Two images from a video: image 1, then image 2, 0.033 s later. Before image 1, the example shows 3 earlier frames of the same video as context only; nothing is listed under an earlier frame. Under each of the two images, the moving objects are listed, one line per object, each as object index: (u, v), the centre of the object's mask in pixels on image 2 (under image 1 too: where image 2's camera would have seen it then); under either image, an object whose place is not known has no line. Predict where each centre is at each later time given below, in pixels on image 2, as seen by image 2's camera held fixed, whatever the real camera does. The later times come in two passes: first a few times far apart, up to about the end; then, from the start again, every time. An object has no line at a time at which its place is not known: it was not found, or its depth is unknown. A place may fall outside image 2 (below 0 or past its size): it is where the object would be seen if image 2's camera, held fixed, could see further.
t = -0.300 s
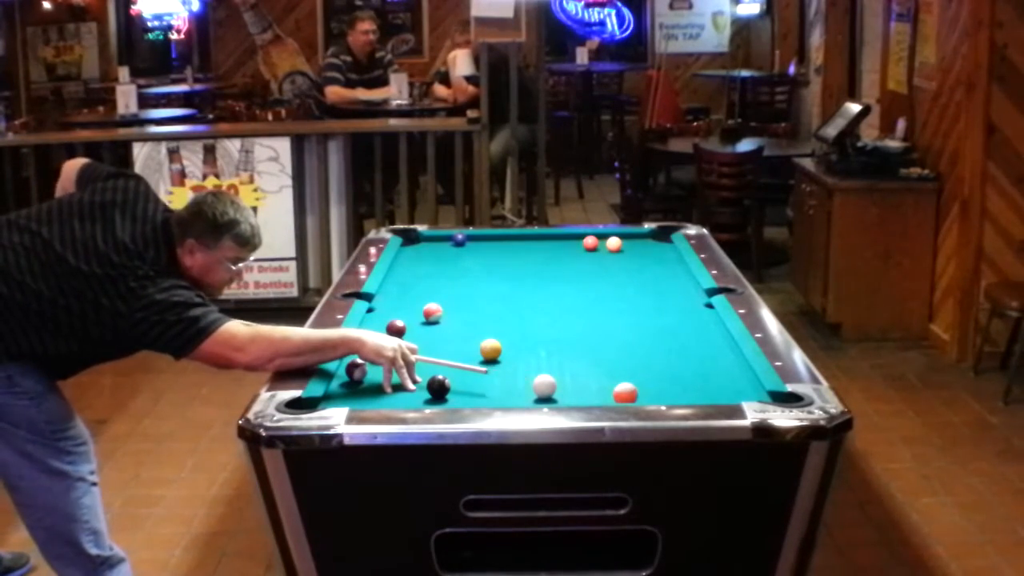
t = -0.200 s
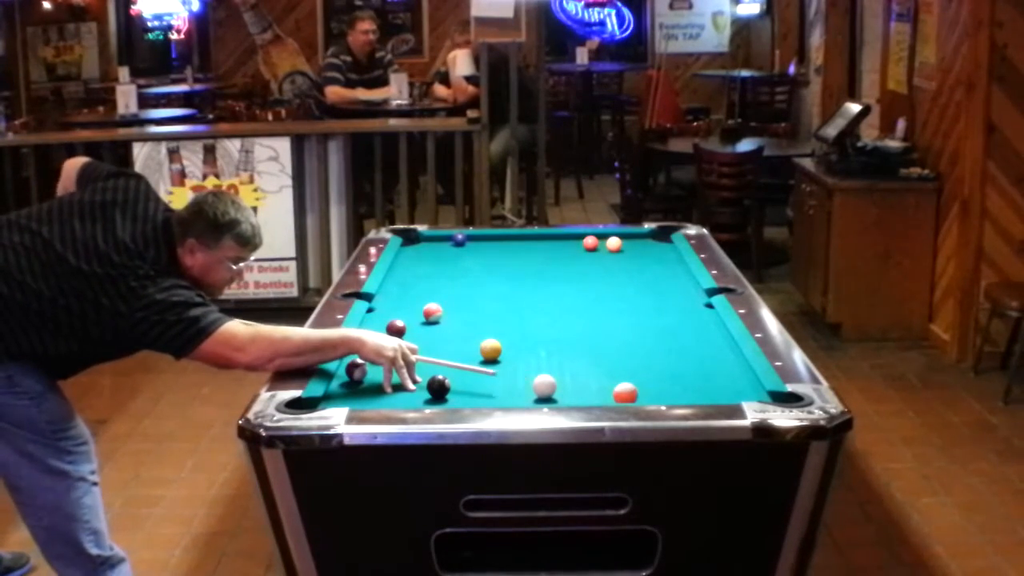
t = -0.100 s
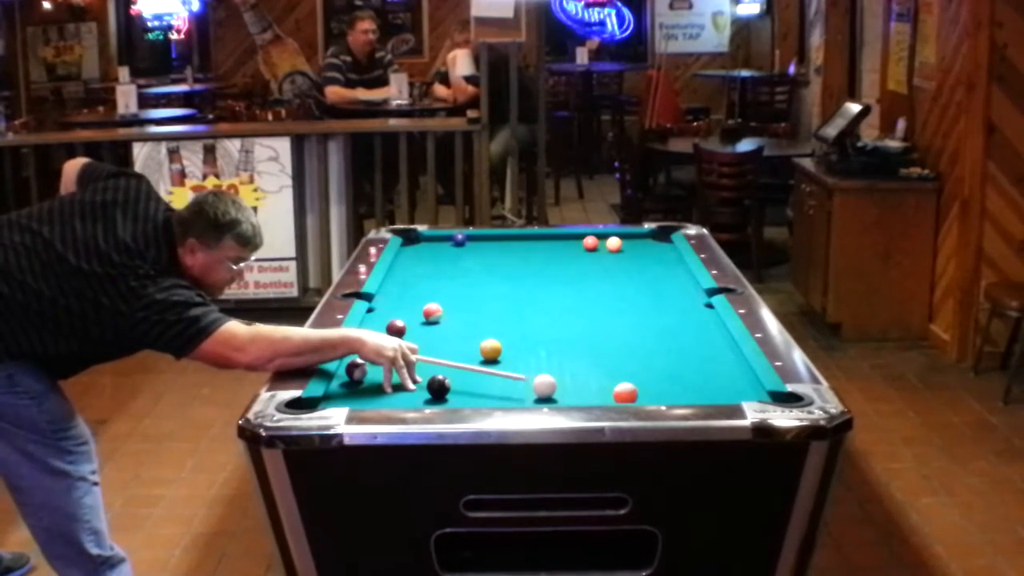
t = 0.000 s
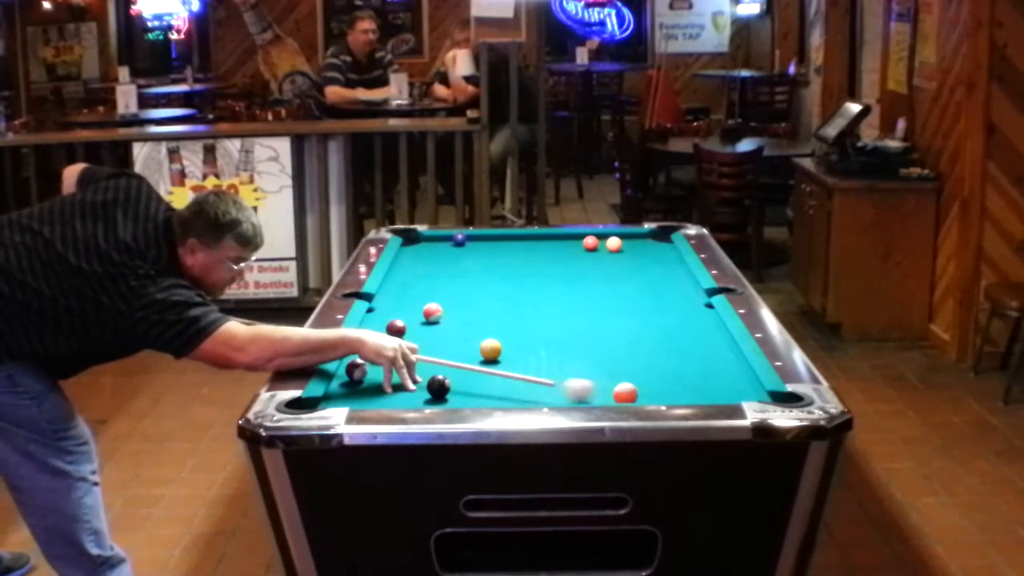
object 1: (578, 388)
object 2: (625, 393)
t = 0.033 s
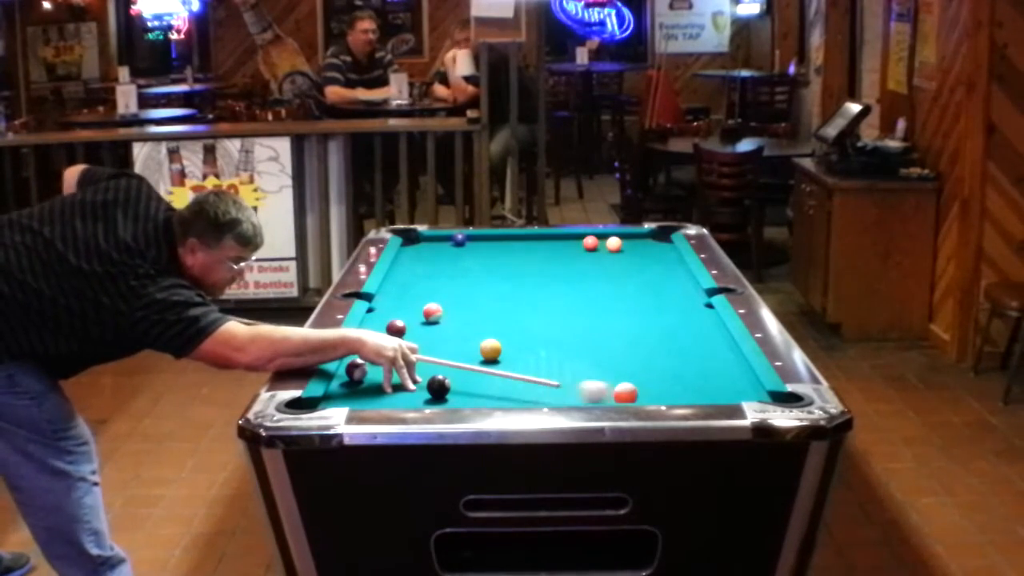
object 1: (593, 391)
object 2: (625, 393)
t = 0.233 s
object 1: (608, 398)
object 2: (685, 393)
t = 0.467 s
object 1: (613, 395)
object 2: (746, 394)
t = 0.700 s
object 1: (616, 392)
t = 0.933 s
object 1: (617, 389)
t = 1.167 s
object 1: (619, 386)
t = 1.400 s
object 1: (620, 384)
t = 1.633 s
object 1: (619, 383)
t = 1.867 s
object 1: (618, 382)
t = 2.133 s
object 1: (618, 382)
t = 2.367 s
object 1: (618, 382)
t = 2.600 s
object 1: (618, 382)
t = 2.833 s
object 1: (618, 382)
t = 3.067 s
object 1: (618, 382)
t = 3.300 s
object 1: (618, 382)
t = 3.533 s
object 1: (618, 382)
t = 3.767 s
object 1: (618, 382)
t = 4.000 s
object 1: (618, 382)
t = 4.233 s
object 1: (618, 382)
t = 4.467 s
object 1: (618, 382)
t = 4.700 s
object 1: (618, 382)
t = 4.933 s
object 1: (618, 382)
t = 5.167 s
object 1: (618, 382)
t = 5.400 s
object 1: (618, 382)
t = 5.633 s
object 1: (618, 382)
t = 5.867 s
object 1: (618, 382)
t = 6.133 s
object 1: (618, 382)
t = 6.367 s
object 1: (618, 382)
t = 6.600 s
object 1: (618, 382)
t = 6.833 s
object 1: (618, 382)
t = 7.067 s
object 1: (618, 382)
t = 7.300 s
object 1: (618, 382)
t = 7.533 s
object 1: (618, 382)
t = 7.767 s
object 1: (618, 382)
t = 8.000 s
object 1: (618, 382)
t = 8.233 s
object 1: (618, 382)
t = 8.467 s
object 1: (618, 382)
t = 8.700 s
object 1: (618, 382)
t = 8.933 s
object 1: (618, 382)
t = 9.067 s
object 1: (618, 382)
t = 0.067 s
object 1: (600, 393)
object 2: (633, 392)
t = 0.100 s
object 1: (600, 394)
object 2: (646, 393)
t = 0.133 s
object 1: (601, 394)
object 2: (657, 393)
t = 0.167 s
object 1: (603, 395)
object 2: (666, 393)
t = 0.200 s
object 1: (606, 397)
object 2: (676, 393)
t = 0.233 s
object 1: (608, 398)
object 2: (685, 393)
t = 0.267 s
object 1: (609, 398)
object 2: (694, 394)
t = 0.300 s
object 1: (610, 397)
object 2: (703, 394)
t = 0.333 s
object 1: (611, 397)
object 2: (712, 394)
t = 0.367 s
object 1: (611, 397)
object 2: (721, 394)
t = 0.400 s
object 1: (612, 396)
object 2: (730, 394)
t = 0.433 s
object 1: (613, 395)
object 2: (738, 394)
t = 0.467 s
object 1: (613, 395)
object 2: (746, 394)
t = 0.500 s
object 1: (614, 394)
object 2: (756, 395)
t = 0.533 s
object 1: (614, 394)
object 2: (766, 396)
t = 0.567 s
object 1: (614, 394)
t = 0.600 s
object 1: (615, 393)
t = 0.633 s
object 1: (615, 393)
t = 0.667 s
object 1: (616, 392)
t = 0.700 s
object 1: (616, 392)
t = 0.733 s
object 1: (616, 392)
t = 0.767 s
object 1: (616, 391)
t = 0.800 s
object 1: (617, 391)
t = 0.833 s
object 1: (617, 391)
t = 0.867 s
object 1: (617, 390)
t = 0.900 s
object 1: (617, 390)
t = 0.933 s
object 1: (617, 389)
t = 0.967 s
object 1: (618, 389)
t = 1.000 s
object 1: (618, 388)
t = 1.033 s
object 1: (618, 387)
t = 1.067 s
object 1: (619, 387)
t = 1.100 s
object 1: (619, 387)
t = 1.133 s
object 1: (619, 387)
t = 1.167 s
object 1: (619, 386)
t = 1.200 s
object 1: (619, 386)
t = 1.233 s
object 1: (619, 386)
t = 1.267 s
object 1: (620, 385)
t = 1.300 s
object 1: (620, 385)
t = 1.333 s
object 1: (620, 385)
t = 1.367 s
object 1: (620, 384)
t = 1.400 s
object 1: (620, 384)
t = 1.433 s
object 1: (620, 384)
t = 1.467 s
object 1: (619, 383)
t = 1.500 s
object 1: (619, 383)
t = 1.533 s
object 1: (619, 383)
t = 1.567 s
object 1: (619, 383)
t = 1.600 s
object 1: (619, 383)
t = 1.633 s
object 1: (619, 383)
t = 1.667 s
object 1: (619, 383)
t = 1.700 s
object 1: (619, 383)
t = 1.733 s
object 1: (619, 383)
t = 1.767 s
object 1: (618, 382)
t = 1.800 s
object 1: (618, 382)
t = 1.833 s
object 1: (618, 382)
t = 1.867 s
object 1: (618, 382)
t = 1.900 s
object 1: (618, 382)
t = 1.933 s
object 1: (618, 382)
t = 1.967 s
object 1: (618, 382)
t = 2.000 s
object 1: (618, 382)
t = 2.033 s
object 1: (618, 382)
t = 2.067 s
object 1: (618, 382)
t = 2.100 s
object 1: (618, 382)
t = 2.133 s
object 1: (618, 382)
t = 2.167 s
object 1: (618, 382)
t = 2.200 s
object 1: (618, 382)
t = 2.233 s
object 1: (618, 382)
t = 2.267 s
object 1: (618, 382)
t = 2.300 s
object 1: (618, 382)
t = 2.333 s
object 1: (618, 382)
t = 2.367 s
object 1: (618, 382)
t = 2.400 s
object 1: (618, 382)
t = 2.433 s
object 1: (618, 382)
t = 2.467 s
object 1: (618, 382)
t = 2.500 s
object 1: (618, 382)
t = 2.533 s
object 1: (618, 382)
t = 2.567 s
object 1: (618, 382)
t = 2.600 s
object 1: (618, 382)
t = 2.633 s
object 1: (618, 382)
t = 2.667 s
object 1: (618, 382)
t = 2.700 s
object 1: (618, 382)
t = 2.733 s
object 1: (618, 382)
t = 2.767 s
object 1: (618, 382)
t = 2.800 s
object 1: (618, 382)
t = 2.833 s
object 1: (618, 382)
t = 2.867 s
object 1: (618, 382)
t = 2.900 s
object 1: (618, 382)
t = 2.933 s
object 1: (618, 382)
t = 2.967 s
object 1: (618, 382)
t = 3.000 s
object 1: (618, 382)
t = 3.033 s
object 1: (618, 382)
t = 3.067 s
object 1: (618, 382)
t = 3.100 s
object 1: (618, 382)
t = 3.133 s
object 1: (618, 382)
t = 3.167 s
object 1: (618, 382)
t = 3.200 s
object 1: (618, 382)
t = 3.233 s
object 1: (618, 382)
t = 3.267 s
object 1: (618, 382)
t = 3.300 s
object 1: (618, 382)
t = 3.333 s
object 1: (618, 382)
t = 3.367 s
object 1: (618, 382)
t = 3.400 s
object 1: (618, 382)
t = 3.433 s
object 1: (618, 382)
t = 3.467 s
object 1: (618, 382)
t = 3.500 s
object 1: (618, 382)
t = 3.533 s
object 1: (618, 382)
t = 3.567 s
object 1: (618, 382)
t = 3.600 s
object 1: (618, 382)
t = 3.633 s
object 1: (618, 382)
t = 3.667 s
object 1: (618, 382)
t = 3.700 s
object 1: (618, 382)
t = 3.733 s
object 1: (618, 382)
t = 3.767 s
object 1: (618, 382)
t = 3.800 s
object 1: (618, 382)
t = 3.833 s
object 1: (618, 382)
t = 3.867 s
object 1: (618, 382)
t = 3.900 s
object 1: (618, 382)
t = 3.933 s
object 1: (618, 382)
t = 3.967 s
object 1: (618, 382)
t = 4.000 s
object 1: (618, 382)
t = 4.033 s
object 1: (618, 382)
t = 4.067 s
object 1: (618, 382)
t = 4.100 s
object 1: (618, 382)
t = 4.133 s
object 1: (618, 382)
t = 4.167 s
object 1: (618, 382)
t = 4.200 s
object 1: (618, 382)
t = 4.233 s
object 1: (618, 382)
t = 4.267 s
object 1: (618, 382)
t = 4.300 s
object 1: (618, 382)
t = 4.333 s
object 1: (618, 382)
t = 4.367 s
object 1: (618, 382)
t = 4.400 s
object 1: (618, 382)
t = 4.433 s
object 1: (618, 382)
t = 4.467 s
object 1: (618, 382)
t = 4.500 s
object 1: (618, 382)
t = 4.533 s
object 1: (618, 382)
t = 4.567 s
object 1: (618, 382)
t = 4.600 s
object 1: (618, 382)
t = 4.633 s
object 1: (618, 382)
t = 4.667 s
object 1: (618, 382)
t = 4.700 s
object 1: (618, 382)
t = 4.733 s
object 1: (618, 382)
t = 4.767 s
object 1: (618, 382)
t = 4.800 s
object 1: (618, 382)
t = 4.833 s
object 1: (618, 382)
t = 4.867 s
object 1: (618, 382)
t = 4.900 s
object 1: (618, 382)
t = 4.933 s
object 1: (618, 382)
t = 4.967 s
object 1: (618, 382)
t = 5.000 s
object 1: (618, 382)
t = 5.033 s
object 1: (618, 382)
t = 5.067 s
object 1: (618, 382)
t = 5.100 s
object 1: (618, 382)
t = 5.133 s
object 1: (618, 382)
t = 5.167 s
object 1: (618, 382)
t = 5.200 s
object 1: (618, 382)
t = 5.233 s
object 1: (618, 382)
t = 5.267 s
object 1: (618, 382)
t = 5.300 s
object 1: (618, 382)
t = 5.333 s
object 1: (618, 382)
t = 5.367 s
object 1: (618, 382)
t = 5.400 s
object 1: (618, 382)
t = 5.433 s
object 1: (618, 382)
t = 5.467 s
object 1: (618, 382)
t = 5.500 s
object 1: (618, 382)
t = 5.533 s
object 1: (618, 382)
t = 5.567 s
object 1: (618, 382)
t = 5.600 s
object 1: (618, 382)
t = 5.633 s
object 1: (618, 382)
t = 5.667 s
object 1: (618, 382)
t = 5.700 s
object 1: (618, 382)
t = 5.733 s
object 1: (618, 382)
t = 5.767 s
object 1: (618, 382)
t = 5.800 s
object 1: (618, 382)
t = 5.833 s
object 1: (618, 382)
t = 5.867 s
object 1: (618, 382)
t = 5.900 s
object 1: (618, 382)
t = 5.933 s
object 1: (618, 382)
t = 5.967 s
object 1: (618, 382)
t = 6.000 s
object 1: (618, 382)
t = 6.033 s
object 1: (618, 382)
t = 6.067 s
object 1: (618, 382)
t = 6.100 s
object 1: (618, 382)
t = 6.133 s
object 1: (618, 382)
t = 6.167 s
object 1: (618, 382)
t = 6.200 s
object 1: (618, 382)
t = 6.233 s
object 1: (618, 382)
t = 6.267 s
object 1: (618, 382)
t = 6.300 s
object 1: (618, 382)
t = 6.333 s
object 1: (618, 382)
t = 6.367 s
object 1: (618, 382)
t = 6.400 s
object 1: (618, 382)
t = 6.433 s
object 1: (618, 382)
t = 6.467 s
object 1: (618, 382)
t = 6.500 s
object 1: (618, 382)
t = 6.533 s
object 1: (618, 382)
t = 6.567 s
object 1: (618, 382)
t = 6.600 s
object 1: (618, 382)
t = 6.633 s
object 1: (618, 382)
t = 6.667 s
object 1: (618, 382)
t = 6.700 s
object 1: (618, 382)
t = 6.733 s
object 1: (618, 382)
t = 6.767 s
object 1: (618, 382)
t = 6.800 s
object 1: (618, 382)
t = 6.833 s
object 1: (618, 382)
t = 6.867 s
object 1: (618, 382)
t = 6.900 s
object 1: (618, 382)
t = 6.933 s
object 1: (618, 382)
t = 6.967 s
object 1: (618, 382)
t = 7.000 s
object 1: (618, 382)
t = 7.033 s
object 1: (618, 382)
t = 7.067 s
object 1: (618, 382)
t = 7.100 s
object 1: (618, 382)
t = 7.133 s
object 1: (618, 382)
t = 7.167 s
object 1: (618, 382)
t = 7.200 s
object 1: (618, 382)
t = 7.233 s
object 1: (618, 382)
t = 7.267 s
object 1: (618, 382)
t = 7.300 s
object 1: (618, 382)
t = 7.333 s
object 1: (618, 382)
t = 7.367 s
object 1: (618, 382)
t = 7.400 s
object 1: (618, 382)
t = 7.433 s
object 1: (618, 382)
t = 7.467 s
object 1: (618, 382)
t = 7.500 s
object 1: (618, 382)
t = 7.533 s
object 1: (618, 382)
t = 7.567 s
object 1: (618, 382)
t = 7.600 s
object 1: (618, 382)
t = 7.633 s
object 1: (618, 382)
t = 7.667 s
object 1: (618, 382)
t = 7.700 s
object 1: (618, 382)
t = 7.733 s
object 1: (618, 382)
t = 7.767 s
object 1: (618, 382)
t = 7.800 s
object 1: (618, 382)
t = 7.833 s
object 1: (618, 382)
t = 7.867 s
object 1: (618, 382)
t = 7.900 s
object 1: (618, 382)
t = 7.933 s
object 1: (618, 382)
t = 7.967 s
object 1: (618, 382)
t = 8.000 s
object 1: (618, 382)
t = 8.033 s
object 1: (618, 382)
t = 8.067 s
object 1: (618, 382)
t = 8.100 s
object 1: (618, 382)
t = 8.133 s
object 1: (618, 382)
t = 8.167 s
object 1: (618, 382)
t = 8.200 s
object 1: (618, 382)
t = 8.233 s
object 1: (618, 382)
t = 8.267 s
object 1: (618, 382)
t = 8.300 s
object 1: (618, 382)
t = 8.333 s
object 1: (618, 382)
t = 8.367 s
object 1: (618, 382)
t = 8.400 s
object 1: (618, 382)
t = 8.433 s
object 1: (618, 382)
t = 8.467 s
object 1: (618, 382)
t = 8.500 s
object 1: (618, 382)
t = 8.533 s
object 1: (618, 382)
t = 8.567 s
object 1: (618, 382)
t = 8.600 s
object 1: (618, 382)
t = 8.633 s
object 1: (618, 382)
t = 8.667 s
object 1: (618, 382)
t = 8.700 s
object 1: (618, 382)
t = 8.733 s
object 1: (618, 382)
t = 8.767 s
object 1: (618, 382)
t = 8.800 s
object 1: (618, 382)
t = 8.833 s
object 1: (618, 382)
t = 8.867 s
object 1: (618, 382)
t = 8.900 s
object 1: (618, 382)
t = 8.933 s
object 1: (618, 382)
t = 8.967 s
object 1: (618, 382)
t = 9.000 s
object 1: (618, 382)
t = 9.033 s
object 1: (618, 382)
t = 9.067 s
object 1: (618, 382)
